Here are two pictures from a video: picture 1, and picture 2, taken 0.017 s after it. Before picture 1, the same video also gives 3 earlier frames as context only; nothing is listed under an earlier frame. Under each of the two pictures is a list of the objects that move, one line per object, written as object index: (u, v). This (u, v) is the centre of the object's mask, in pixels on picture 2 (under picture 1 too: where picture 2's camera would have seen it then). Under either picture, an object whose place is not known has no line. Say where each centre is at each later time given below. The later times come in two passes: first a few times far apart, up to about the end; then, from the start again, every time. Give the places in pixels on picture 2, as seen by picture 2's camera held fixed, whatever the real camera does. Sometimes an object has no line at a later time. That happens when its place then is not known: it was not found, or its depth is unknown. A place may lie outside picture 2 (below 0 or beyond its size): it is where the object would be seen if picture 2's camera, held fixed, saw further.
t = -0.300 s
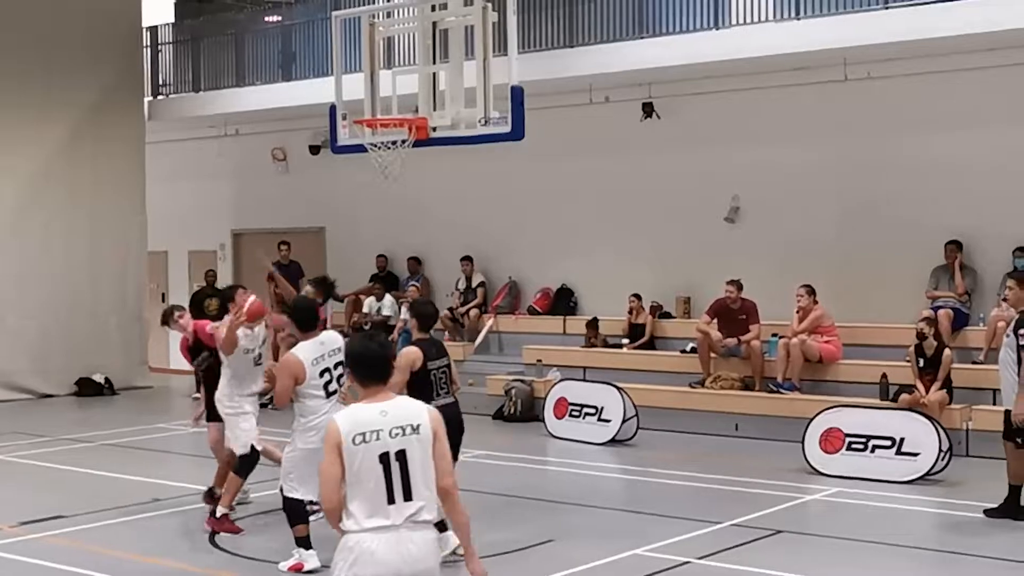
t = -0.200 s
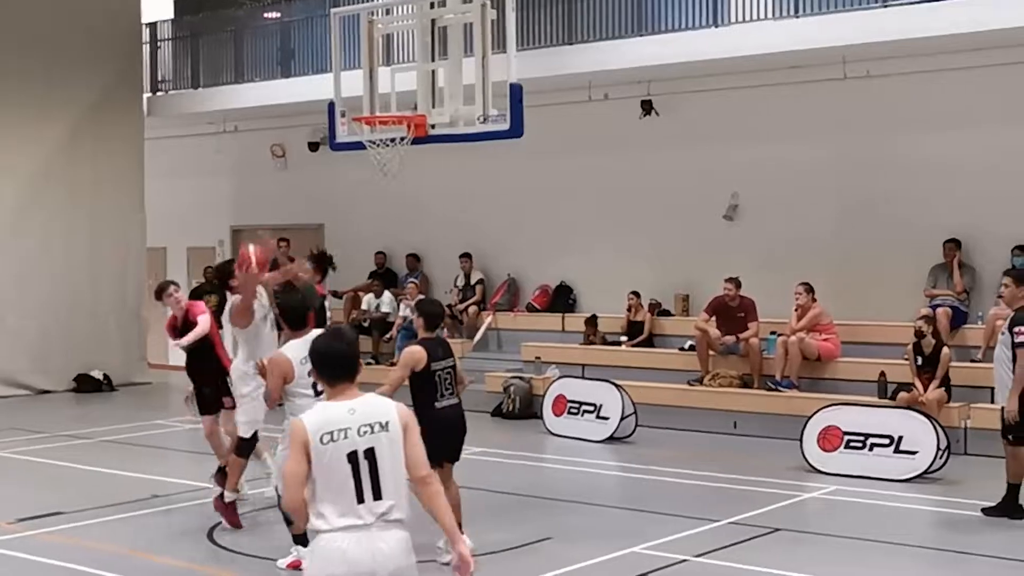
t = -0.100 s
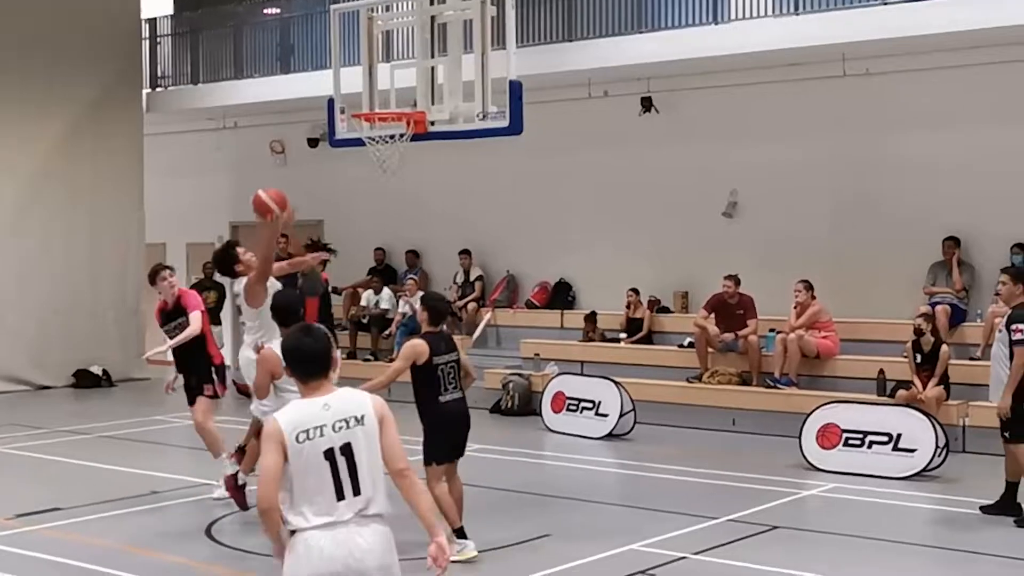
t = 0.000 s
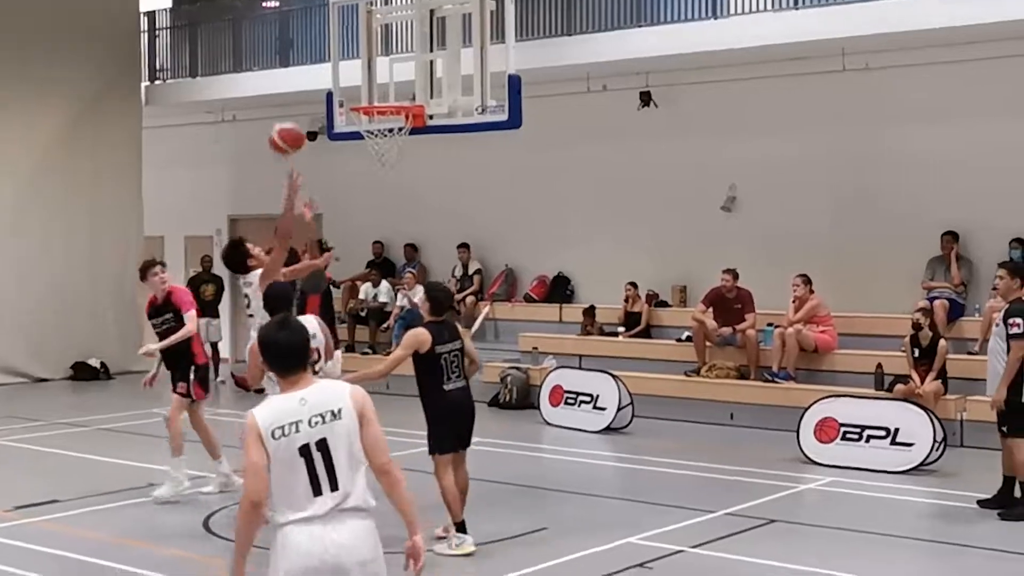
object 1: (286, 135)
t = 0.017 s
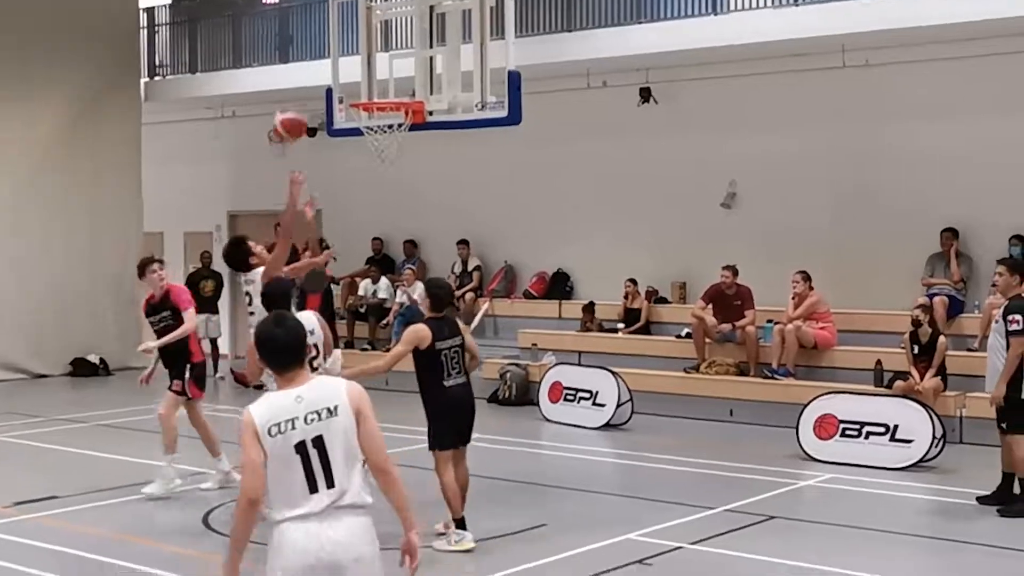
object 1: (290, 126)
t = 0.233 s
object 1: (329, 45)
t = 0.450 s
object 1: (368, 37)
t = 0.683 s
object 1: (406, 87)
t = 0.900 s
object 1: (400, 64)
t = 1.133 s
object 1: (391, 107)
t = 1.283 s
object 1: (387, 171)
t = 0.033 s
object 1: (293, 115)
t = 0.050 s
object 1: (296, 107)
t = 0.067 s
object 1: (300, 100)
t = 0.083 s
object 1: (302, 92)
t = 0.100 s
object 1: (306, 86)
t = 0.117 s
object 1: (309, 79)
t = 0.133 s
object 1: (311, 73)
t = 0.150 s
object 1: (314, 67)
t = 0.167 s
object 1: (317, 62)
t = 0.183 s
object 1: (320, 57)
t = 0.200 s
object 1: (323, 52)
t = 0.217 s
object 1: (327, 49)
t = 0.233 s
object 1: (329, 45)
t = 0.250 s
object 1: (332, 42)
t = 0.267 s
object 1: (335, 39)
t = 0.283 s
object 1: (338, 36)
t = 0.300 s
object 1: (341, 34)
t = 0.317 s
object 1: (344, 32)
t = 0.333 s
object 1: (347, 31)
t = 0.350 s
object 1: (350, 30)
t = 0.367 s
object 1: (352, 30)
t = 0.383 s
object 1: (355, 30)
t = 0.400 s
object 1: (360, 31)
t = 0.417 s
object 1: (362, 33)
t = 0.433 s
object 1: (365, 35)
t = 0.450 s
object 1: (368, 37)
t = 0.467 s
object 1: (370, 39)
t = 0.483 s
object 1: (373, 41)
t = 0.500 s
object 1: (377, 43)
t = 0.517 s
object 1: (380, 45)
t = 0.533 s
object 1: (382, 47)
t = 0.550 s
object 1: (385, 49)
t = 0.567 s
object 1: (388, 52)
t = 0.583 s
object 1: (390, 55)
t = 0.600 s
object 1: (394, 61)
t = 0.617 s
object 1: (396, 65)
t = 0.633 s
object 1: (399, 71)
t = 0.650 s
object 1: (402, 77)
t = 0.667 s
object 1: (404, 83)
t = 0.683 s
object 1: (406, 87)
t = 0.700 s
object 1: (406, 84)
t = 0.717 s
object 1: (406, 80)
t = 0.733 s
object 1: (405, 77)
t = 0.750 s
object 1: (404, 74)
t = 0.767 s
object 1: (404, 71)
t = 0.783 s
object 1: (403, 69)
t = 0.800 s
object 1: (403, 67)
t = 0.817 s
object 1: (402, 65)
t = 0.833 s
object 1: (401, 65)
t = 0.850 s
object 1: (401, 64)
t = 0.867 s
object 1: (401, 63)
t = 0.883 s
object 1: (400, 63)
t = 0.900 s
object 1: (400, 64)
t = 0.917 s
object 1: (399, 64)
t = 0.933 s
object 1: (398, 65)
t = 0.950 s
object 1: (397, 66)
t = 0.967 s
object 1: (397, 68)
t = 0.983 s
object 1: (396, 70)
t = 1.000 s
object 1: (396, 72)
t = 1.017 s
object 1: (396, 75)
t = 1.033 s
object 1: (395, 79)
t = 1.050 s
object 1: (394, 82)
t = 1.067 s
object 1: (394, 86)
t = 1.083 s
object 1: (394, 88)
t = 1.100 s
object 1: (393, 91)
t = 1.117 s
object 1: (392, 99)
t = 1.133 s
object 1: (391, 107)
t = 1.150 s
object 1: (391, 112)
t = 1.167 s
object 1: (390, 116)
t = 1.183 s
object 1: (390, 119)
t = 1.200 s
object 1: (390, 133)
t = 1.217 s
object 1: (389, 140)
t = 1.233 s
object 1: (389, 147)
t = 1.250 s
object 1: (389, 154)
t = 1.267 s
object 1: (388, 162)
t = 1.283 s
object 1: (387, 171)
